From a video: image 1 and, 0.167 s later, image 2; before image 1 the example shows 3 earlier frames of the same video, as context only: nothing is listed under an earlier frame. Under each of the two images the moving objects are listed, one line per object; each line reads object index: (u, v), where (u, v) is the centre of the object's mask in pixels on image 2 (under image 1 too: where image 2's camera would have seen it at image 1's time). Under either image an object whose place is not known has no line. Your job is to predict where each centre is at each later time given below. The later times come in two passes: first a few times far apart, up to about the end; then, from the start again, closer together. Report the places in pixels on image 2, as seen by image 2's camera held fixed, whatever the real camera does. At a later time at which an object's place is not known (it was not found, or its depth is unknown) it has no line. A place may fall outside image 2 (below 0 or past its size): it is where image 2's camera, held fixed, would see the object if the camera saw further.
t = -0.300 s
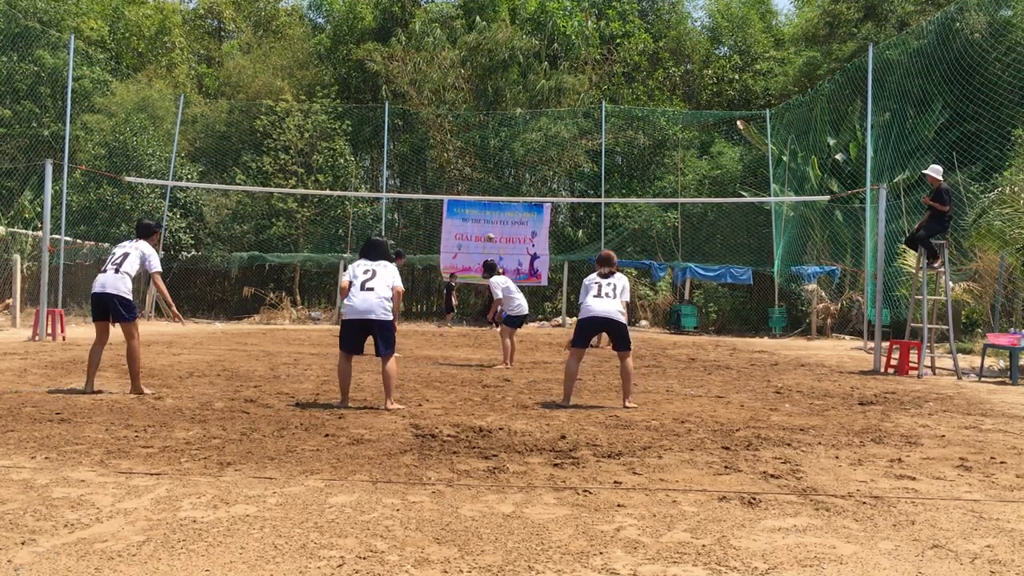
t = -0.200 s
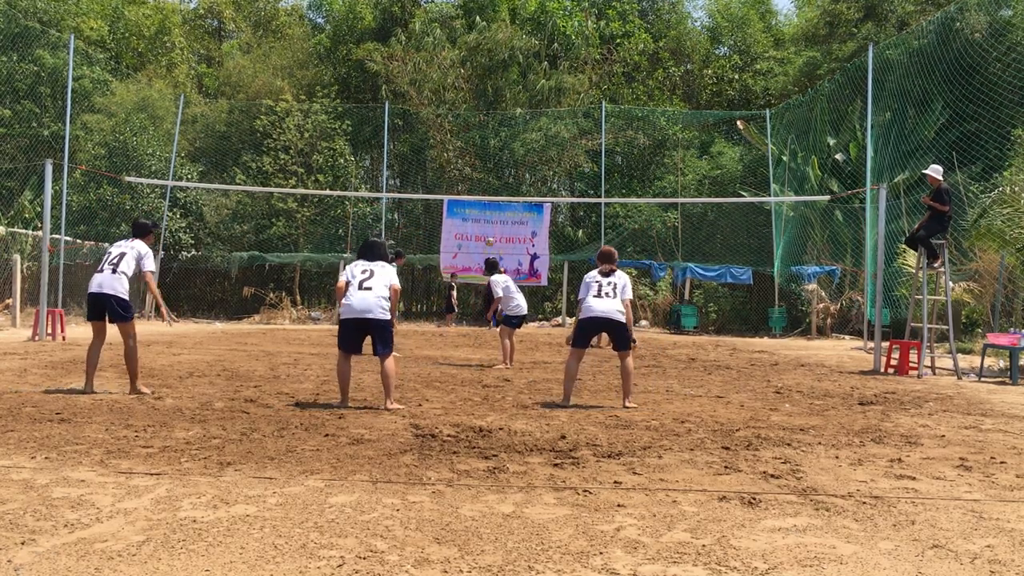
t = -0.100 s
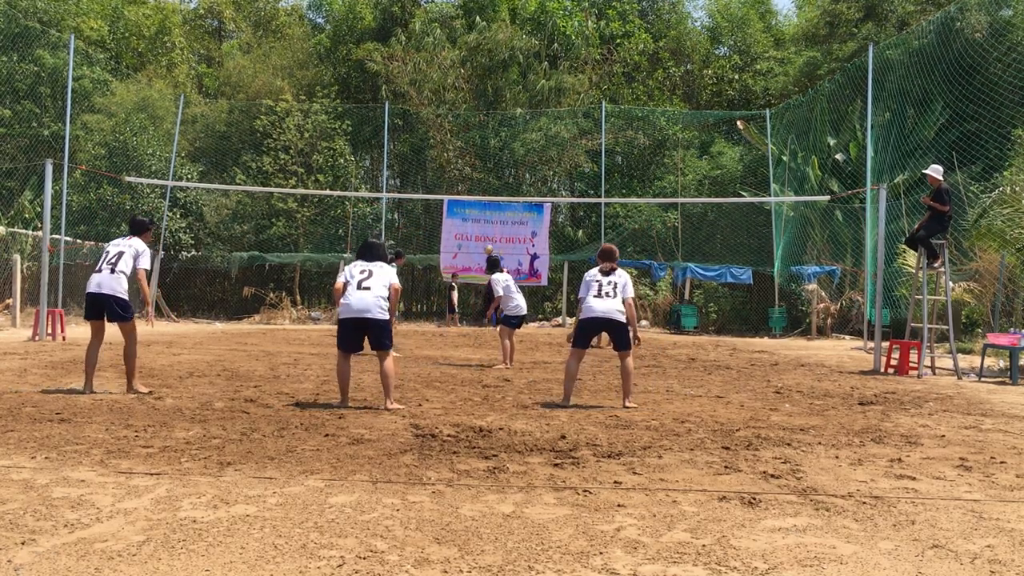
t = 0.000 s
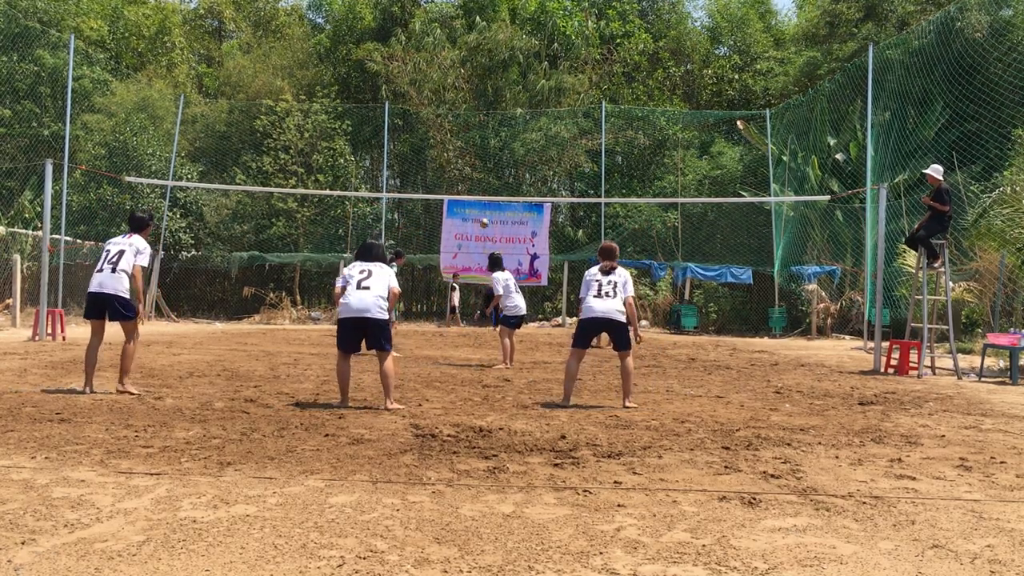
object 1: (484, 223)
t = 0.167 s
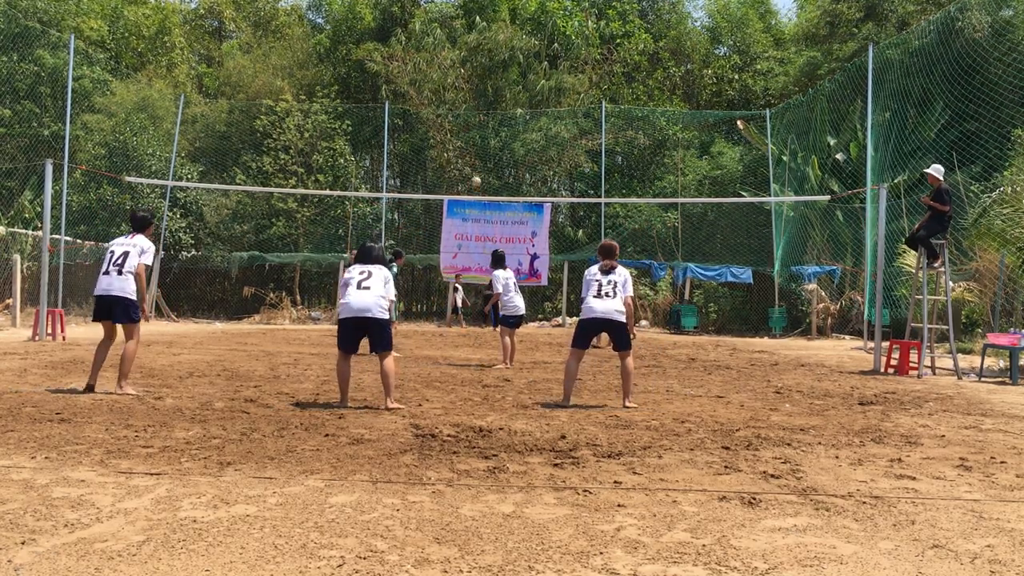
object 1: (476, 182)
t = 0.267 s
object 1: (471, 158)
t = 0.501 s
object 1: (455, 116)
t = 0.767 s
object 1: (430, 99)
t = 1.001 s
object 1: (402, 132)
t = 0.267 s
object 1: (471, 158)
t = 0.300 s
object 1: (469, 153)
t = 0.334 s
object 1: (467, 147)
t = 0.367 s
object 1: (465, 140)
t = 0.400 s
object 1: (462, 133)
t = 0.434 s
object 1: (460, 127)
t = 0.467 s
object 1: (458, 122)
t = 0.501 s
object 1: (455, 116)
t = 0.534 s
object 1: (453, 112)
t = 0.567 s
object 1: (451, 109)
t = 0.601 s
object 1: (446, 106)
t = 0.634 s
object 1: (444, 104)
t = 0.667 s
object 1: (441, 101)
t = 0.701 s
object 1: (438, 99)
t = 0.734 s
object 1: (435, 98)
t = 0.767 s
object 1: (430, 99)
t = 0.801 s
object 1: (427, 101)
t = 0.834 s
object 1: (423, 102)
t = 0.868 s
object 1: (419, 106)
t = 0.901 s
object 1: (415, 110)
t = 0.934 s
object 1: (412, 116)
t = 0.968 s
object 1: (406, 124)
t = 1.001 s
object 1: (402, 132)
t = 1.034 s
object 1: (397, 143)
